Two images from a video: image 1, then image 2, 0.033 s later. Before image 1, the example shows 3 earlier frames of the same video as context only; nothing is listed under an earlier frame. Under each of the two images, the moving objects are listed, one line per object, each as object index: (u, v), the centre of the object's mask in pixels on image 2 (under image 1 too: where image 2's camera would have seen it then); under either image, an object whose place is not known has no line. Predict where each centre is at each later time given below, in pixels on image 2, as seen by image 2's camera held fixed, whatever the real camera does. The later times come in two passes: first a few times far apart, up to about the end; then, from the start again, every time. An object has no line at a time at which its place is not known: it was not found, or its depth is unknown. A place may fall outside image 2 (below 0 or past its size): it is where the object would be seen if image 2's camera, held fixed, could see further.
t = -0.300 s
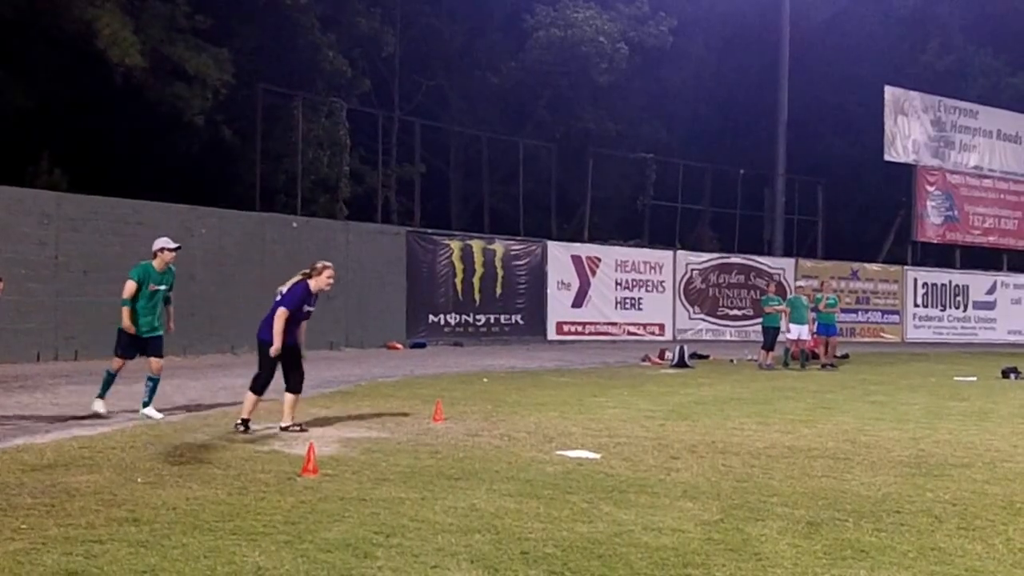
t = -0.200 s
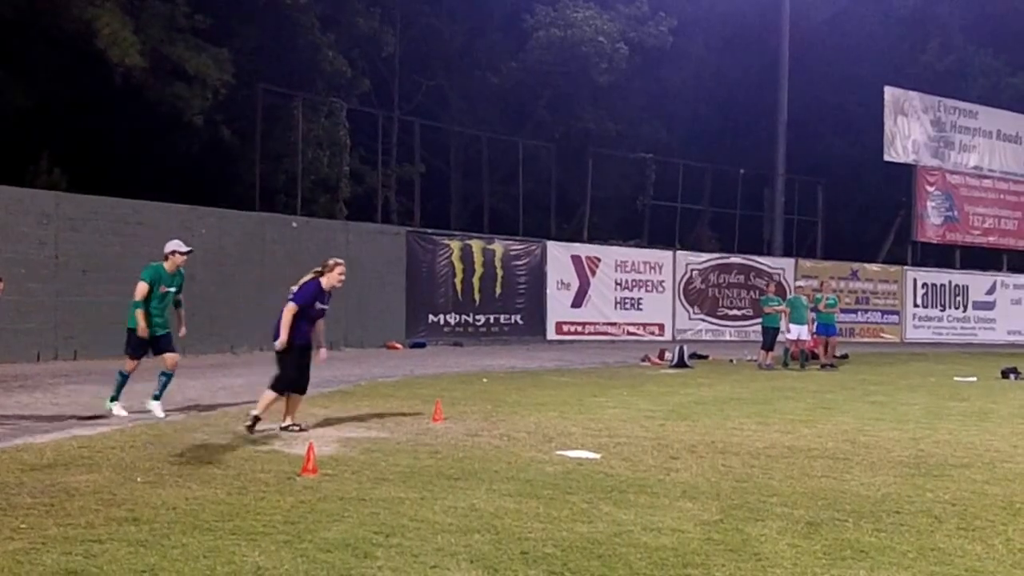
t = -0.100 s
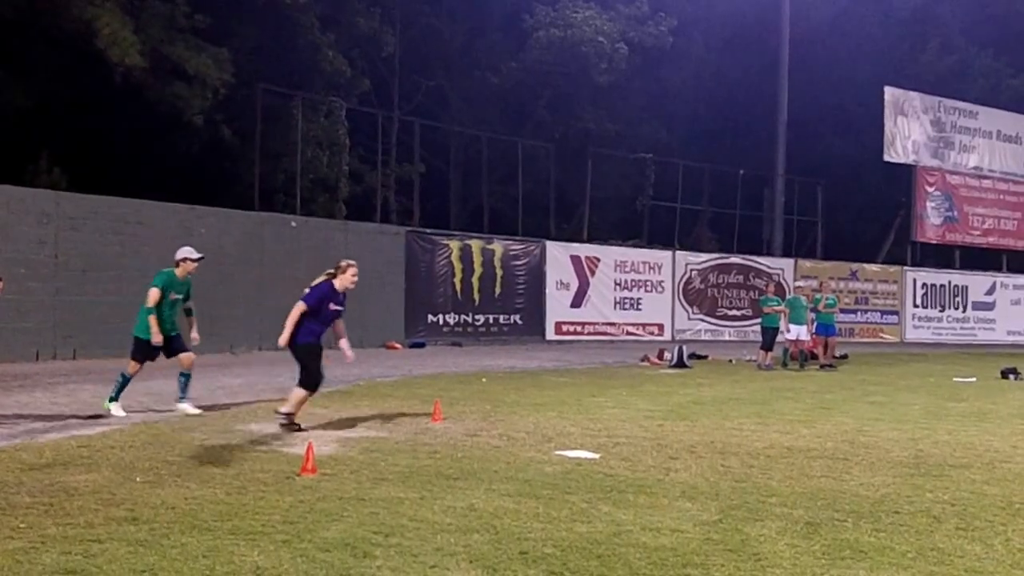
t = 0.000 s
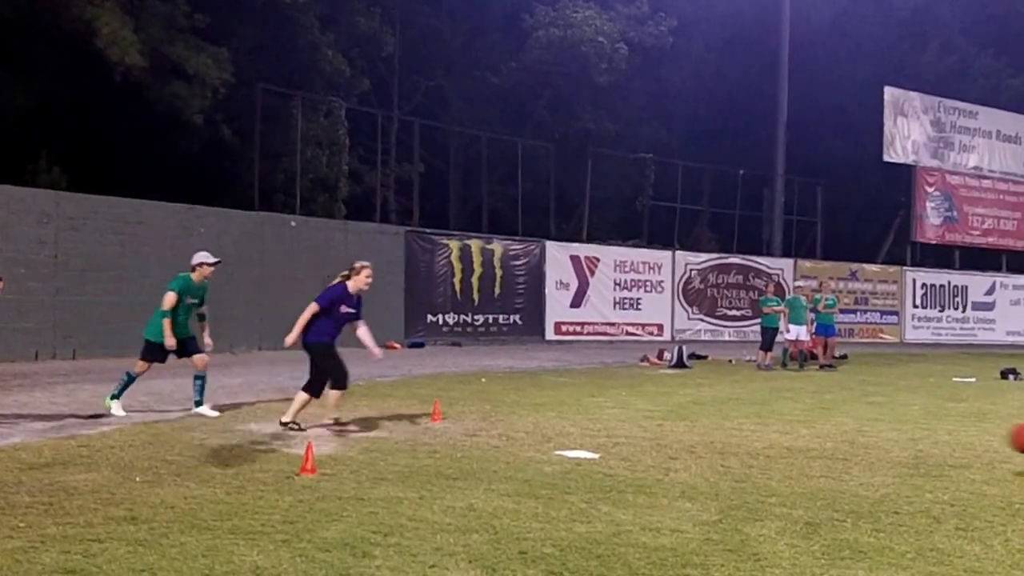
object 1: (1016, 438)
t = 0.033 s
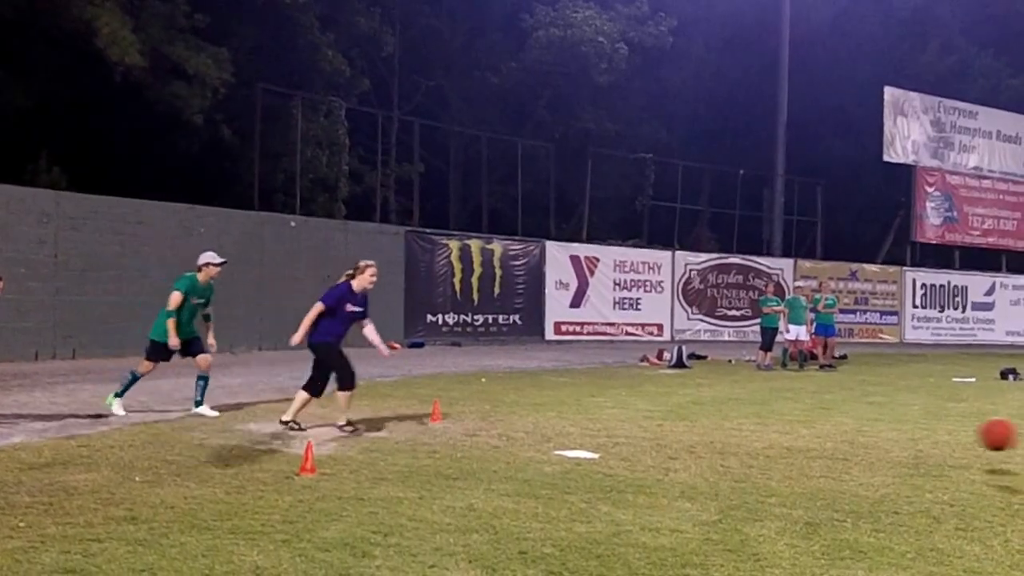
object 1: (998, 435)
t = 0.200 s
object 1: (857, 442)
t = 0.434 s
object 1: (685, 425)
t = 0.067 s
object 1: (969, 433)
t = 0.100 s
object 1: (941, 433)
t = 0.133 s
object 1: (914, 433)
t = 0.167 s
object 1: (885, 437)
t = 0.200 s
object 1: (857, 442)
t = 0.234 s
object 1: (833, 447)
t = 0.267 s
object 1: (805, 453)
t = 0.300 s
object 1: (780, 451)
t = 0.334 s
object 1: (756, 443)
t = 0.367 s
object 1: (732, 435)
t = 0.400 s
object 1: (707, 430)
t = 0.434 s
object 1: (685, 425)
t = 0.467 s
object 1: (662, 423)
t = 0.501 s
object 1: (641, 422)
